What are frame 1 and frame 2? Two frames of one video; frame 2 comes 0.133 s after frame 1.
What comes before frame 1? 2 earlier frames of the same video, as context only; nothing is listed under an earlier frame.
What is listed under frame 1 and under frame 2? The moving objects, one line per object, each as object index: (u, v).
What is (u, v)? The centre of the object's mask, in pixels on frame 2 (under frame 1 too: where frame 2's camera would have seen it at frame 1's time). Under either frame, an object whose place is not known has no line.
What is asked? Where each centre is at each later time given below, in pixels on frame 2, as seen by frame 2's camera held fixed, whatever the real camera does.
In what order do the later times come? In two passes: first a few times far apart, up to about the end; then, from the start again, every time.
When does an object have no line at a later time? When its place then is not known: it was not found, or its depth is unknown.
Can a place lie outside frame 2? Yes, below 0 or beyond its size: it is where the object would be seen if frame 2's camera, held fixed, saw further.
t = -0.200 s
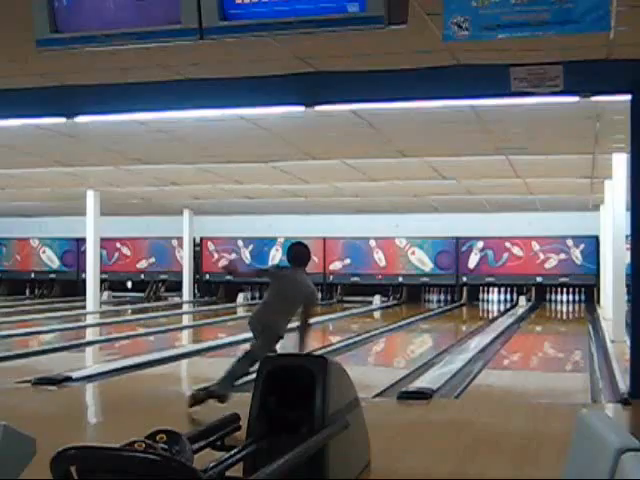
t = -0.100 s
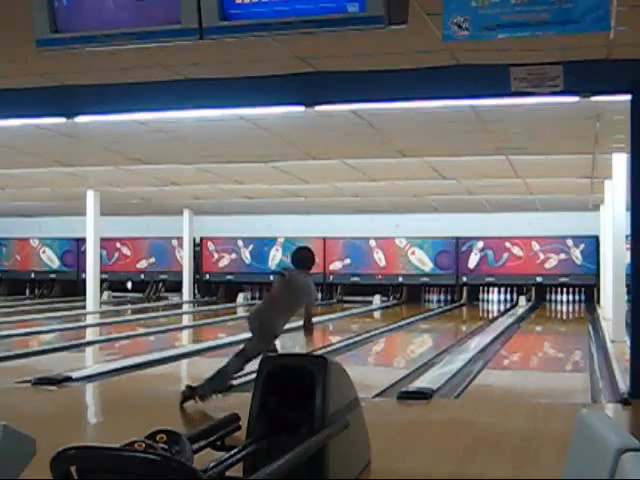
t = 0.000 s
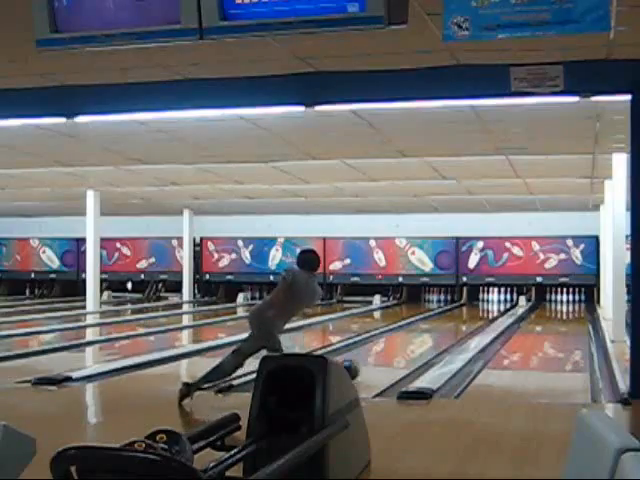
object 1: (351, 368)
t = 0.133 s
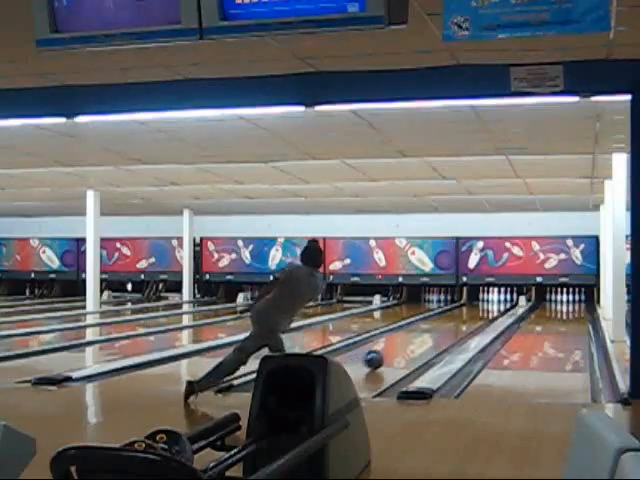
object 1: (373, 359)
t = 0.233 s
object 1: (390, 352)
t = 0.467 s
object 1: (420, 340)
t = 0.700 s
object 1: (442, 330)
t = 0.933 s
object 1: (458, 323)
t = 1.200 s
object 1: (474, 315)
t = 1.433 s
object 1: (483, 312)
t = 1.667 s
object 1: (490, 308)
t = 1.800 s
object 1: (493, 306)
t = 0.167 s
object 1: (379, 357)
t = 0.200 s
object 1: (384, 355)
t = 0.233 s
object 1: (390, 352)
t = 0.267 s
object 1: (395, 350)
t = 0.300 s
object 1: (399, 348)
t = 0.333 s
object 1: (404, 346)
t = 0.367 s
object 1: (408, 345)
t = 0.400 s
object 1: (412, 343)
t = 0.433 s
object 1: (416, 341)
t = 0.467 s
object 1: (420, 340)
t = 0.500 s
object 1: (423, 338)
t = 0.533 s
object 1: (427, 336)
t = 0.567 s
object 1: (430, 335)
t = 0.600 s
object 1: (434, 334)
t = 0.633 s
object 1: (437, 332)
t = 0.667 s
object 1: (439, 331)
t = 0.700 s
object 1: (442, 330)
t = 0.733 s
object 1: (444, 330)
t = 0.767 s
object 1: (448, 328)
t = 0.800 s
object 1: (451, 327)
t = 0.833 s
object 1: (453, 326)
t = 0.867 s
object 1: (455, 325)
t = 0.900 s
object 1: (457, 324)
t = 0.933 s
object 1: (458, 323)
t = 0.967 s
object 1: (461, 322)
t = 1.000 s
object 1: (463, 321)
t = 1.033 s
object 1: (466, 320)
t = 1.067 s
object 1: (467, 319)
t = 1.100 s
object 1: (469, 318)
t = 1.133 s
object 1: (471, 317)
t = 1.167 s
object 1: (473, 316)
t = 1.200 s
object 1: (474, 315)
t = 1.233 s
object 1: (475, 315)
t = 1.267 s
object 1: (477, 315)
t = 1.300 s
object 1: (478, 314)
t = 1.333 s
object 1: (479, 314)
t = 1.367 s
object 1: (481, 313)
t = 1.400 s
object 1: (482, 312)
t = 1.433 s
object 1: (483, 312)
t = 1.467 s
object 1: (483, 312)
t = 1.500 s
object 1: (486, 310)
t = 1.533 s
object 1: (487, 310)
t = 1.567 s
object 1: (488, 309)
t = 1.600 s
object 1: (488, 309)
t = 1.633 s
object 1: (489, 308)
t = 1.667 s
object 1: (490, 308)
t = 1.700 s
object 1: (491, 307)
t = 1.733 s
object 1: (492, 306)
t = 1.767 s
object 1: (492, 307)
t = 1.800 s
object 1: (493, 306)
